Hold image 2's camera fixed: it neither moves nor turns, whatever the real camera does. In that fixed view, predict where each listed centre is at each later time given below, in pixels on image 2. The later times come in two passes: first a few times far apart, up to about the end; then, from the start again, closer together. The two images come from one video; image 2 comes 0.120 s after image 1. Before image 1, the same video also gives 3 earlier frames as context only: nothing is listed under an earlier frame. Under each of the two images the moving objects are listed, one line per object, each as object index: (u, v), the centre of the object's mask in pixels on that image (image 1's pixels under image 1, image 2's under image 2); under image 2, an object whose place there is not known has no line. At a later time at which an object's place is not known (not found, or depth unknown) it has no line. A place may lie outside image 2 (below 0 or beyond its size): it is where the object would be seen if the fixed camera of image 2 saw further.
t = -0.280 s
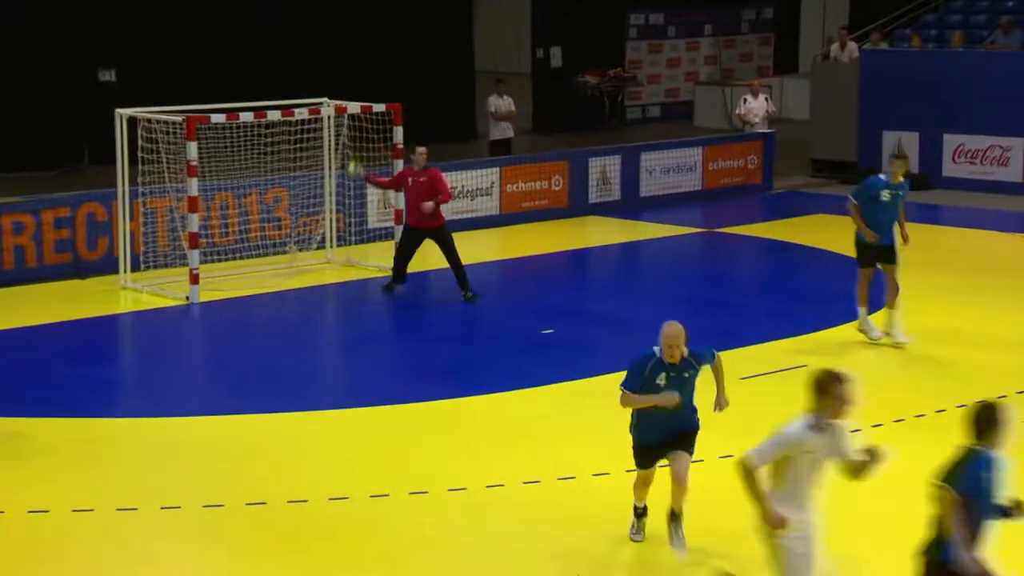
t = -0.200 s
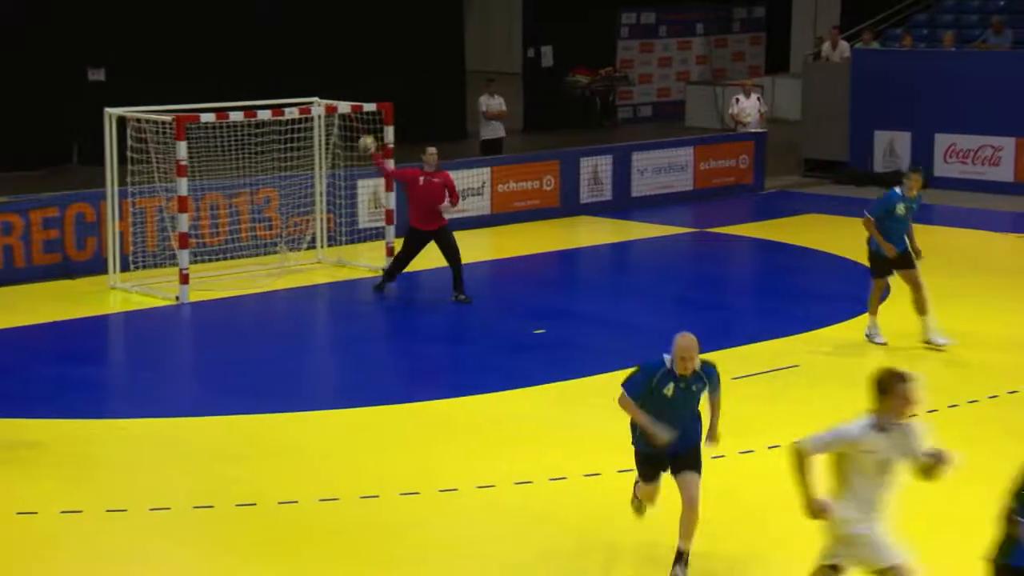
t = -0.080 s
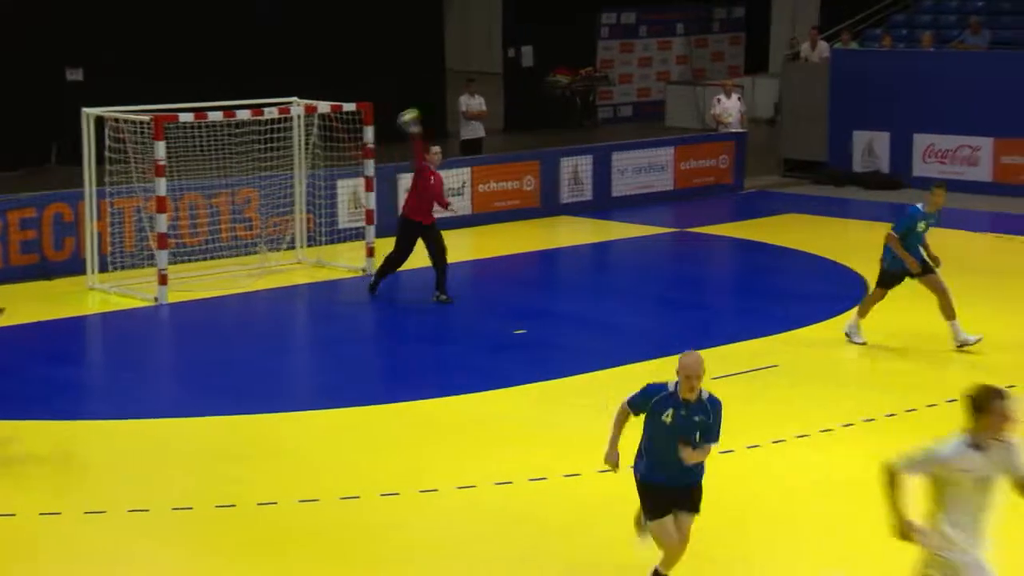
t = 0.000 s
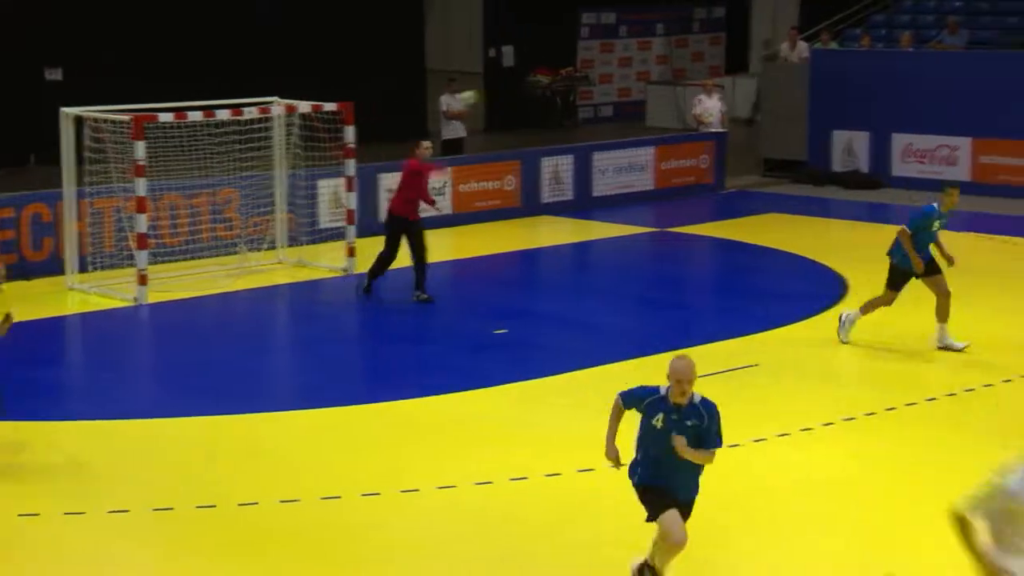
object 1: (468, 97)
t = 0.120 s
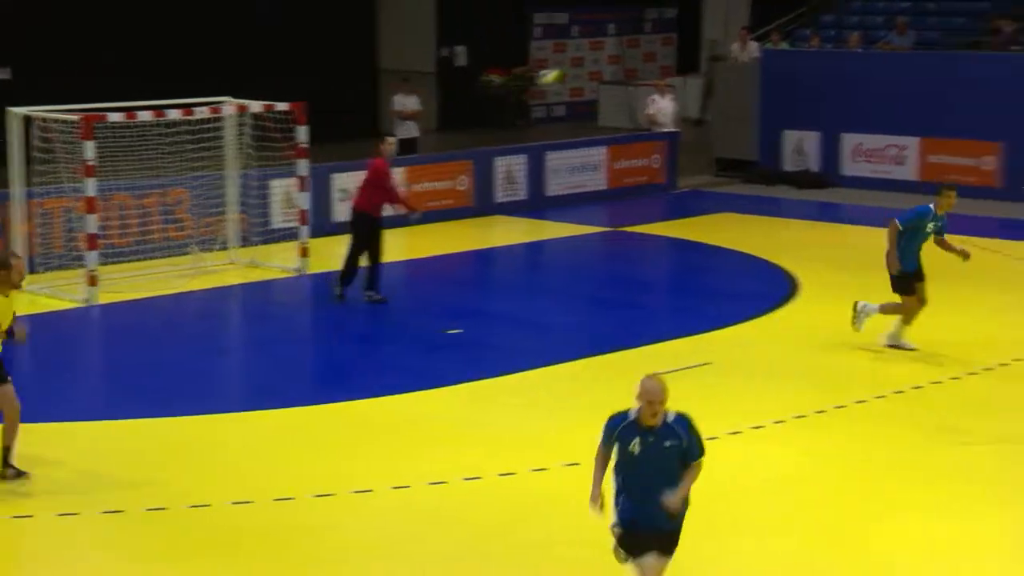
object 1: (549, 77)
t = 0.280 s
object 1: (750, 62)
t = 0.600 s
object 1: (1263, 96)
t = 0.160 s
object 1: (597, 73)
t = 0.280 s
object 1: (750, 62)
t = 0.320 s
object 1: (804, 62)
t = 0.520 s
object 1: (1116, 78)
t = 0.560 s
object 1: (1187, 86)
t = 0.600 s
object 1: (1263, 96)
